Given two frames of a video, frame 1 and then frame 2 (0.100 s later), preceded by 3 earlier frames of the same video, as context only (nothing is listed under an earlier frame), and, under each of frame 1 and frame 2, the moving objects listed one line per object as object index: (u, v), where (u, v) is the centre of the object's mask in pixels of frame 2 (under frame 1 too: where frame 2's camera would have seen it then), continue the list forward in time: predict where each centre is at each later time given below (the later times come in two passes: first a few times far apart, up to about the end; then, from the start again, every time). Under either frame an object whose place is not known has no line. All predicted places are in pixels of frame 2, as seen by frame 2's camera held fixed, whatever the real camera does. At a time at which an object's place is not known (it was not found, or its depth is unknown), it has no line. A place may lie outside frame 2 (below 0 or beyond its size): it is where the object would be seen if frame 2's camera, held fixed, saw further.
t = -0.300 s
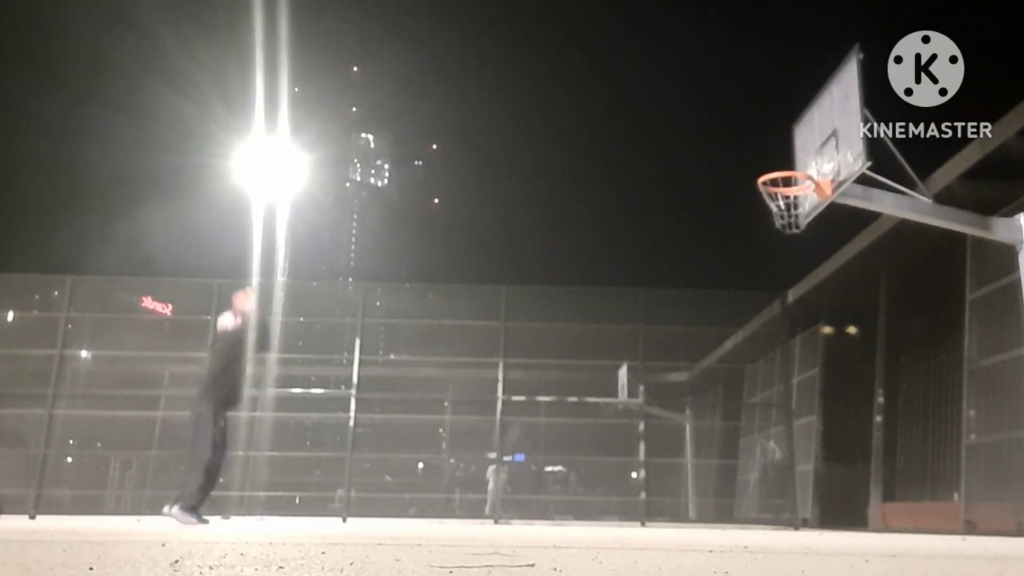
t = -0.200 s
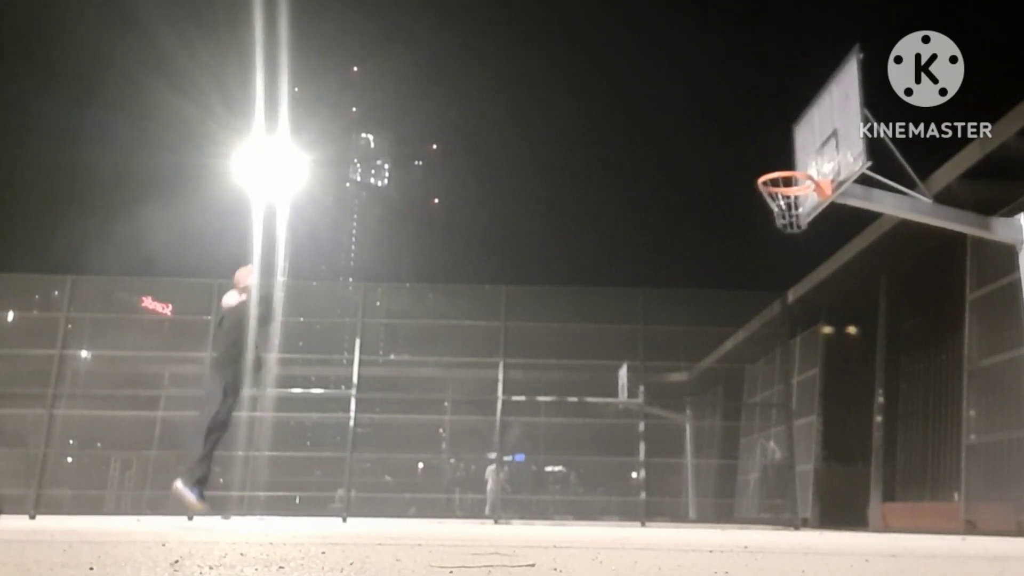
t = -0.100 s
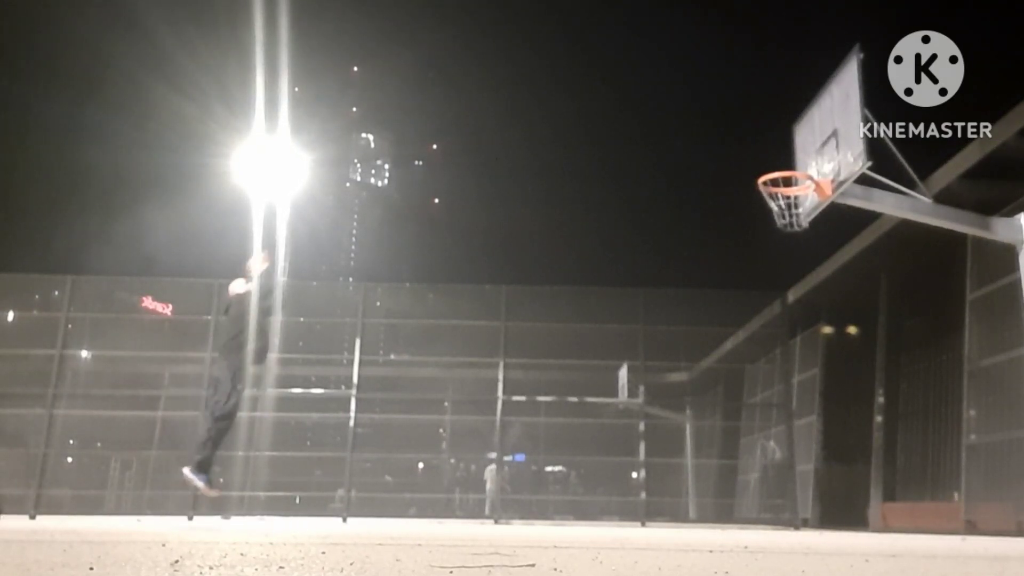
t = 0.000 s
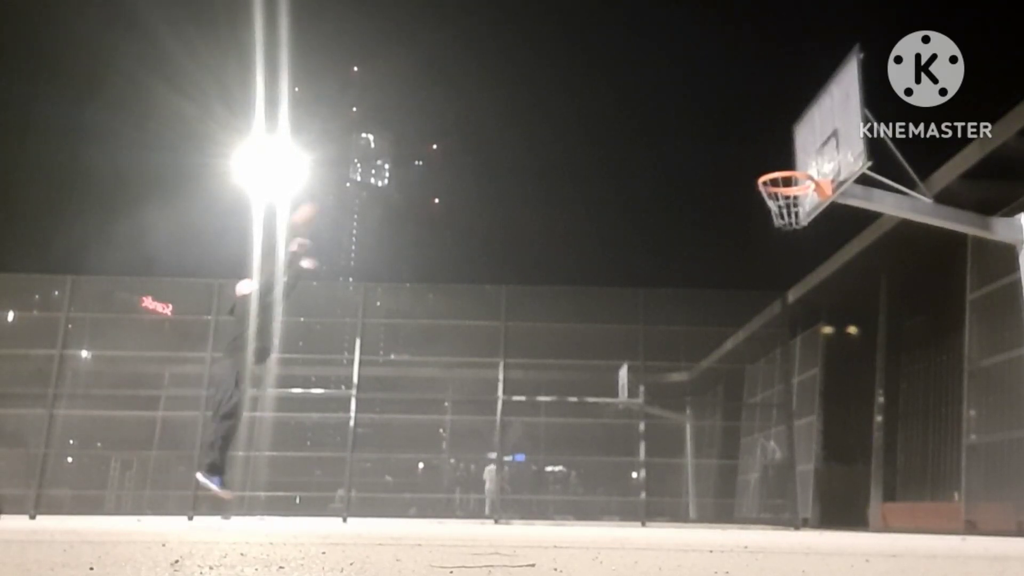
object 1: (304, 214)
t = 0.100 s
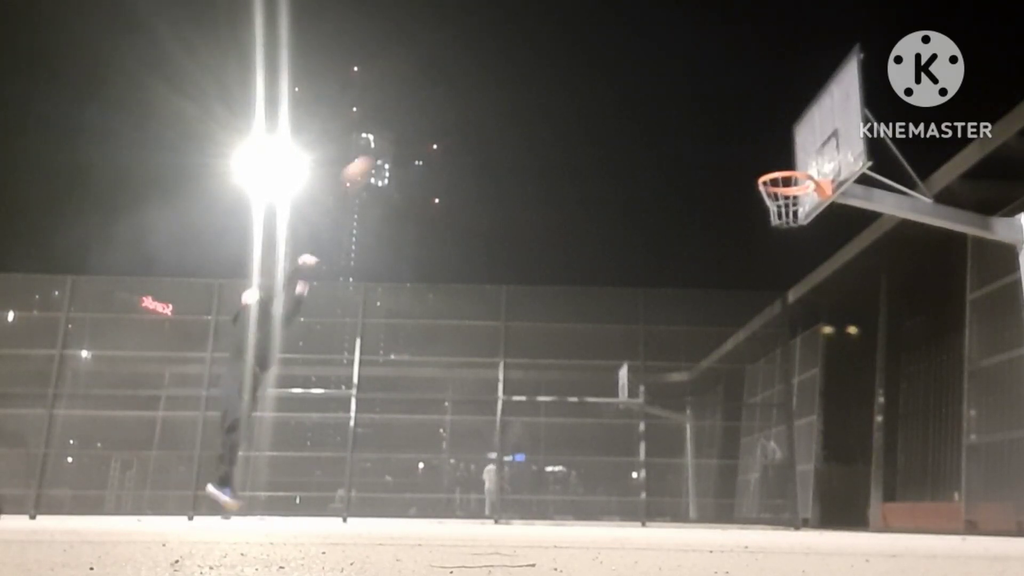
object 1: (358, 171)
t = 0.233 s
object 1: (428, 127)
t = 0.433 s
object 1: (524, 93)
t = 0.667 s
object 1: (635, 100)
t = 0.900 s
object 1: (749, 161)
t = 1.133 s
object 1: (807, 138)
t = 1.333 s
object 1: (783, 115)
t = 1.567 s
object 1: (755, 137)
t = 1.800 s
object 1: (728, 217)
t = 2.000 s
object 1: (704, 339)
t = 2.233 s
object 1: (679, 489)
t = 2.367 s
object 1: (683, 399)
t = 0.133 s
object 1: (377, 156)
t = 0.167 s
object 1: (395, 147)
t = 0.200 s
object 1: (411, 137)
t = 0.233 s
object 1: (428, 127)
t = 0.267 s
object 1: (444, 119)
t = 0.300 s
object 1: (460, 112)
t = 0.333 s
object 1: (476, 106)
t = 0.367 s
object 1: (492, 100)
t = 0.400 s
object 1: (508, 96)
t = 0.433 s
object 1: (524, 93)
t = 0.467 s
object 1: (540, 91)
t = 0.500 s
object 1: (556, 90)
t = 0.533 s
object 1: (572, 90)
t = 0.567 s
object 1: (588, 91)
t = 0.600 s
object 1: (603, 92)
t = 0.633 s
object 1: (619, 96)
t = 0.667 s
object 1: (635, 100)
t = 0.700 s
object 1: (652, 105)
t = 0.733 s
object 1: (667, 112)
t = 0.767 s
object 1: (683, 119)
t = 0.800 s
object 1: (700, 128)
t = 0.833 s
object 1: (716, 138)
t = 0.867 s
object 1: (733, 149)
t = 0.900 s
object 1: (749, 161)
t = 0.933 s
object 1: (763, 167)
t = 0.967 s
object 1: (779, 165)
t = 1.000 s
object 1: (795, 166)
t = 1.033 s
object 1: (807, 164)
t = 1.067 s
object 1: (812, 155)
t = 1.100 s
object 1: (812, 146)
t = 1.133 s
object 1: (807, 138)
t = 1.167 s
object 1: (803, 131)
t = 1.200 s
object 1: (798, 125)
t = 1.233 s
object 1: (794, 121)
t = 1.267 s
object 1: (790, 118)
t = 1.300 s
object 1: (787, 116)
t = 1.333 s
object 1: (783, 115)
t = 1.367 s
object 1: (779, 114)
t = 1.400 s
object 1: (775, 115)
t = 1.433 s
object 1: (771, 118)
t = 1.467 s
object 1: (767, 121)
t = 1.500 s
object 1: (763, 125)
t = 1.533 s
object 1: (759, 130)
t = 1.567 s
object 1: (755, 137)
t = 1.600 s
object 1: (751, 144)
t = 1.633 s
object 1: (747, 153)
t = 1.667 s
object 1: (744, 164)
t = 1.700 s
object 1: (740, 175)
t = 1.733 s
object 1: (736, 188)
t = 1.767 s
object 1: (732, 202)
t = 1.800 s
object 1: (728, 217)
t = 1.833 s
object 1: (724, 234)
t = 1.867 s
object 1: (721, 252)
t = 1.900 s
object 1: (716, 272)
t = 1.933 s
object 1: (712, 292)
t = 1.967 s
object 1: (708, 315)
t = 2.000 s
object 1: (704, 339)
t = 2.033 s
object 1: (700, 366)
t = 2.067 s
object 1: (696, 396)
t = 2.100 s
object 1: (691, 423)
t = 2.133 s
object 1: (685, 456)
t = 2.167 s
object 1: (681, 491)
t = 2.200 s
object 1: (680, 510)
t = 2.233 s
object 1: (679, 489)
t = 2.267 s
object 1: (680, 464)
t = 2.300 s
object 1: (681, 438)
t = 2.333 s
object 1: (682, 418)
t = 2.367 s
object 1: (683, 399)
